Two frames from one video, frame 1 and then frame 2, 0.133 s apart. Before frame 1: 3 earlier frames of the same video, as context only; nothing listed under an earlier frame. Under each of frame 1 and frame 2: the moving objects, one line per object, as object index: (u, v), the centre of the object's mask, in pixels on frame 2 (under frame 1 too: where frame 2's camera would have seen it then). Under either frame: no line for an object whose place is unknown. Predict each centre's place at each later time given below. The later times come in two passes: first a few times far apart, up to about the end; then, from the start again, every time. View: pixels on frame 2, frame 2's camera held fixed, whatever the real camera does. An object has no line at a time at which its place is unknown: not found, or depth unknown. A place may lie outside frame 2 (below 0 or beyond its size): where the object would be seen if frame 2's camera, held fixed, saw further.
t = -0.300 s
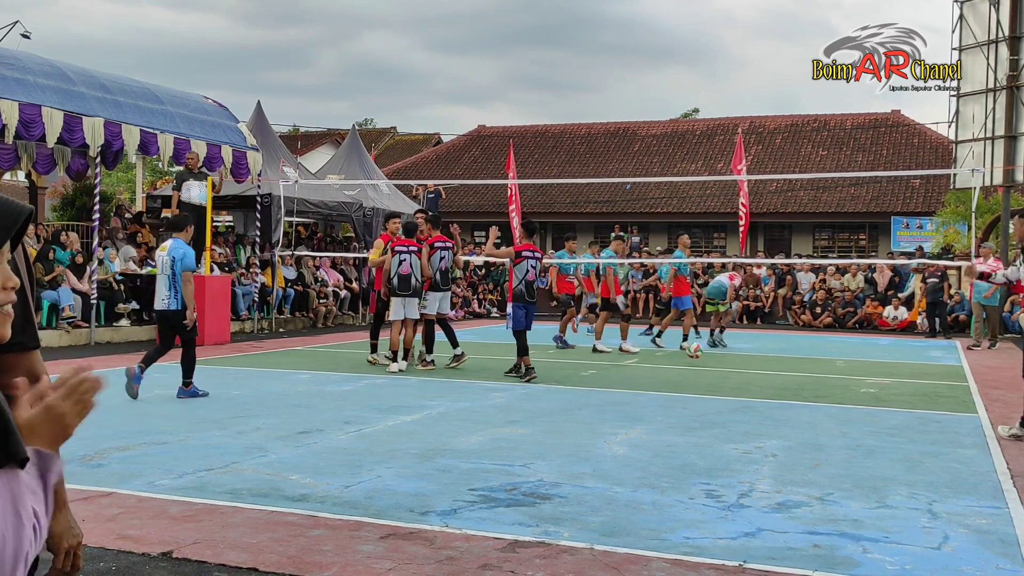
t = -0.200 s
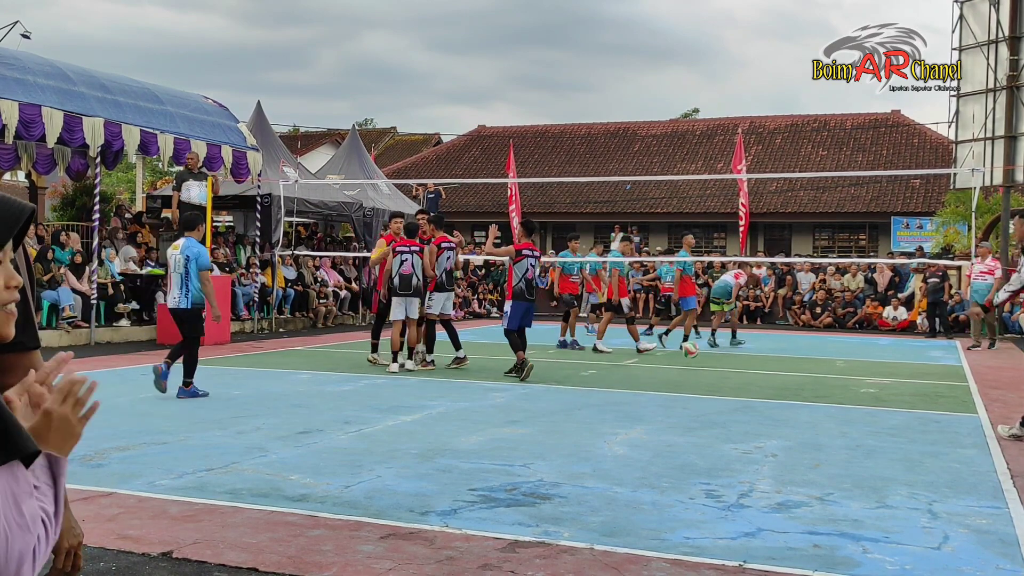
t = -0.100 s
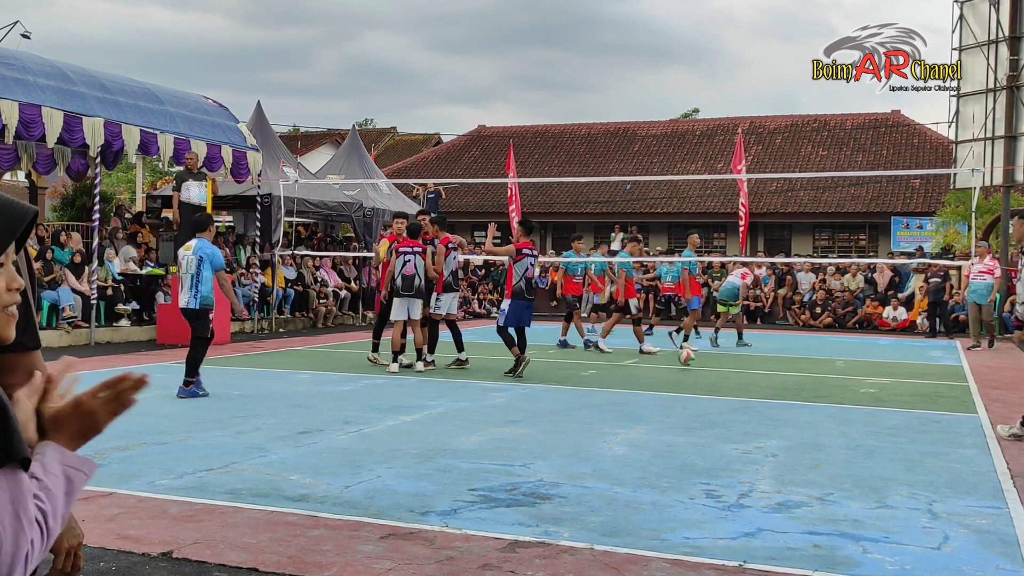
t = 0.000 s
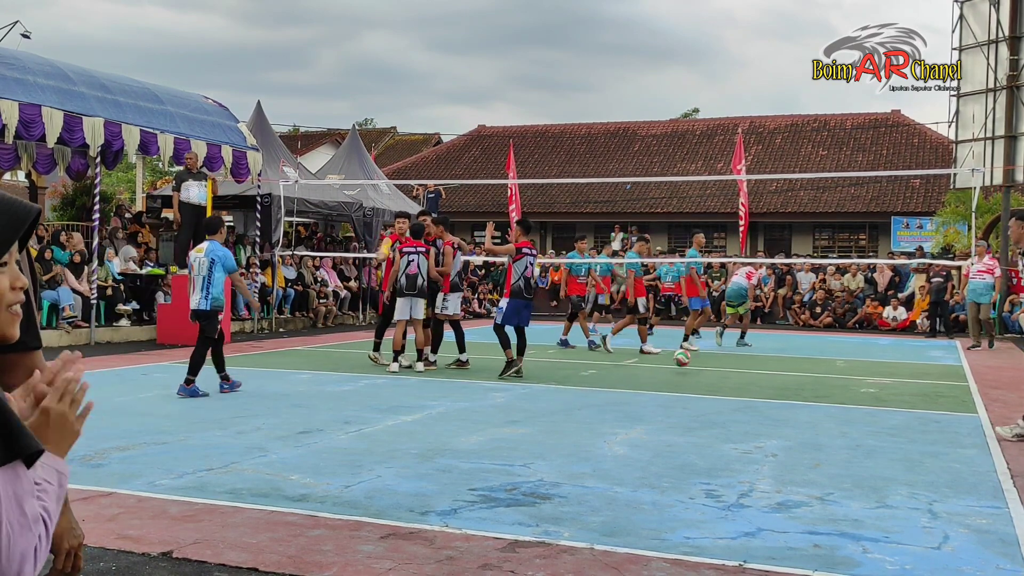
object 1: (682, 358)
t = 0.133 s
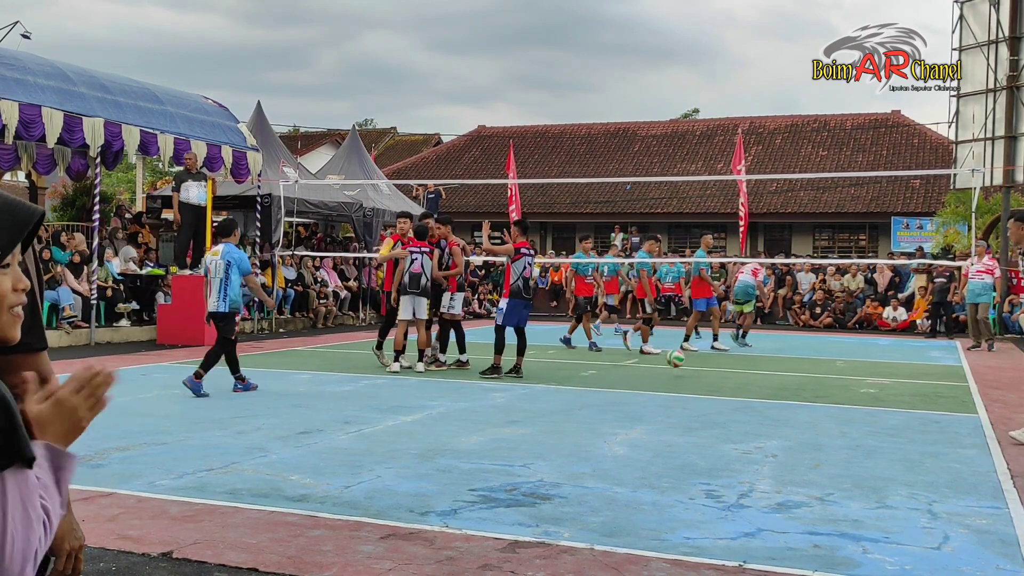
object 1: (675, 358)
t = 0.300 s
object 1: (667, 366)
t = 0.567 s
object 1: (650, 373)
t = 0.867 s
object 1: (630, 381)
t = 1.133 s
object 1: (607, 395)
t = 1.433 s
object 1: (577, 407)
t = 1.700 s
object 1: (548, 420)
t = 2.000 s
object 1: (509, 437)
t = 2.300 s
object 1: (461, 458)
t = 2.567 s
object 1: (408, 483)
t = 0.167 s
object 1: (674, 361)
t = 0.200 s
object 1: (672, 364)
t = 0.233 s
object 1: (670, 369)
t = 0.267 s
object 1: (669, 368)
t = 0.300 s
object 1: (667, 366)
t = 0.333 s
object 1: (665, 365)
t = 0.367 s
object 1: (663, 365)
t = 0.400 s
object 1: (661, 366)
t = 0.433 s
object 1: (659, 368)
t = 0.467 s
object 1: (657, 371)
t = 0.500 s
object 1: (655, 375)
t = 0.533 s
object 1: (653, 375)
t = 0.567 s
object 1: (650, 373)
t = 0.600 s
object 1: (649, 372)
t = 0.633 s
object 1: (646, 373)
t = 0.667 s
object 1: (644, 374)
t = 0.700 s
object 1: (642, 376)
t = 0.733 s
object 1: (640, 380)
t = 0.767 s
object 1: (637, 383)
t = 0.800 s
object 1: (635, 381)
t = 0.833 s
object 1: (632, 380)
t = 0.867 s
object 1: (630, 381)
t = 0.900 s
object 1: (627, 382)
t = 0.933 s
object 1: (625, 385)
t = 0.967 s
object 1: (622, 389)
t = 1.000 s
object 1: (619, 389)
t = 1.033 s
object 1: (616, 389)
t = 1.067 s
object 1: (613, 389)
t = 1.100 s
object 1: (610, 392)
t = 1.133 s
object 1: (607, 395)
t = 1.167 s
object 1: (603, 396)
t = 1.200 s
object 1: (601, 396)
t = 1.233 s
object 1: (597, 397)
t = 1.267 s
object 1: (594, 399)
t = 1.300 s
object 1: (591, 402)
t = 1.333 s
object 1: (587, 401)
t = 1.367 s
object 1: (584, 402)
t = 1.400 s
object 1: (581, 404)
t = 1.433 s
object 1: (577, 407)
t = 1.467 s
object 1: (574, 409)
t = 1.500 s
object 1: (570, 409)
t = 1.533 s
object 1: (567, 410)
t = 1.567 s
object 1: (563, 413)
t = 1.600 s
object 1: (559, 415)
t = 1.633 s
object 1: (556, 415)
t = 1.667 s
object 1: (552, 417)
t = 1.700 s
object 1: (548, 420)
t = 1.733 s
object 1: (544, 422)
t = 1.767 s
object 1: (540, 423)
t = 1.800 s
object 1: (536, 426)
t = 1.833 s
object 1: (532, 427)
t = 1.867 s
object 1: (527, 429)
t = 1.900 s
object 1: (523, 432)
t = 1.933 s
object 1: (518, 433)
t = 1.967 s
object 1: (513, 436)
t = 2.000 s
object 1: (509, 437)
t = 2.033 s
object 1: (504, 438)
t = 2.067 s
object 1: (499, 442)
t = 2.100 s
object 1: (494, 444)
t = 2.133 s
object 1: (488, 445)
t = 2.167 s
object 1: (483, 450)
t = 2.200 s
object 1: (477, 450)
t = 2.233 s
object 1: (472, 452)
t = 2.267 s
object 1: (466, 456)
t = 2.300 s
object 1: (461, 458)
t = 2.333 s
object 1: (455, 460)
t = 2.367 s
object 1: (448, 464)
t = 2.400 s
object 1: (442, 467)
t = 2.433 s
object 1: (436, 470)
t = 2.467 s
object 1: (429, 474)
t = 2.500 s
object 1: (423, 475)
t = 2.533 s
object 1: (416, 479)
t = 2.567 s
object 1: (408, 483)
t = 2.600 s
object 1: (401, 486)
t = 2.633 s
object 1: (393, 491)
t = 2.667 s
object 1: (386, 491)
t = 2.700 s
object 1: (378, 495)
